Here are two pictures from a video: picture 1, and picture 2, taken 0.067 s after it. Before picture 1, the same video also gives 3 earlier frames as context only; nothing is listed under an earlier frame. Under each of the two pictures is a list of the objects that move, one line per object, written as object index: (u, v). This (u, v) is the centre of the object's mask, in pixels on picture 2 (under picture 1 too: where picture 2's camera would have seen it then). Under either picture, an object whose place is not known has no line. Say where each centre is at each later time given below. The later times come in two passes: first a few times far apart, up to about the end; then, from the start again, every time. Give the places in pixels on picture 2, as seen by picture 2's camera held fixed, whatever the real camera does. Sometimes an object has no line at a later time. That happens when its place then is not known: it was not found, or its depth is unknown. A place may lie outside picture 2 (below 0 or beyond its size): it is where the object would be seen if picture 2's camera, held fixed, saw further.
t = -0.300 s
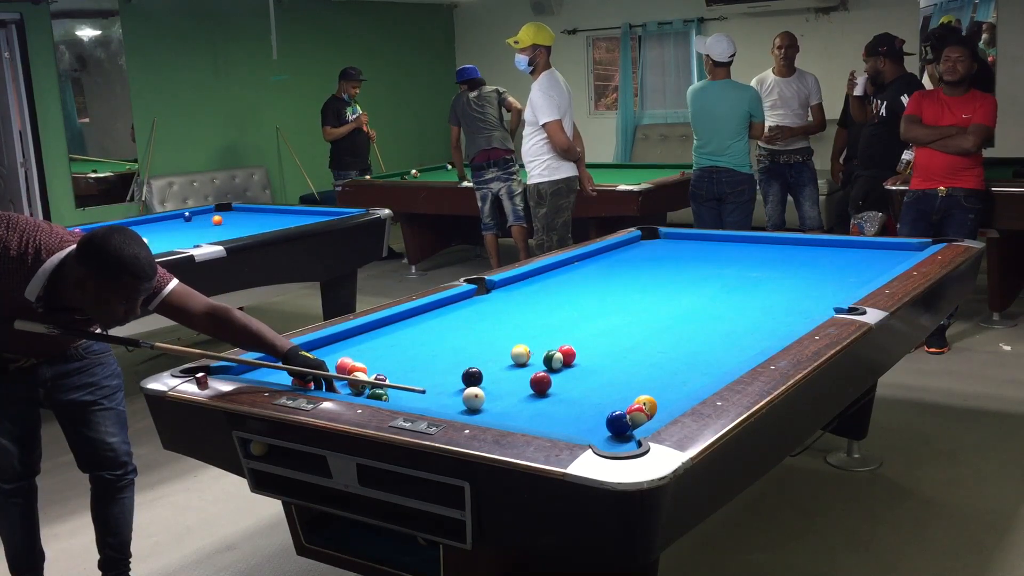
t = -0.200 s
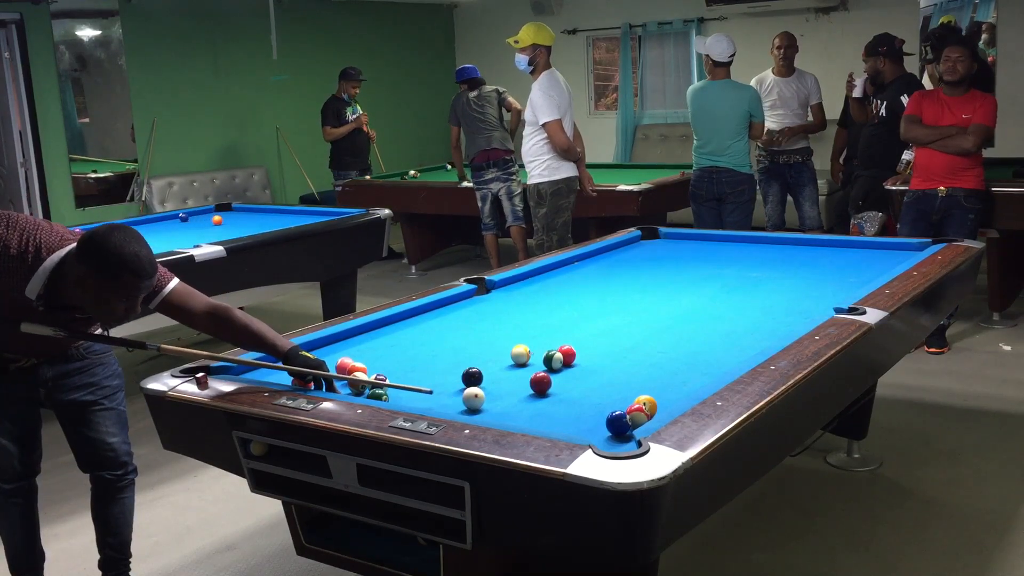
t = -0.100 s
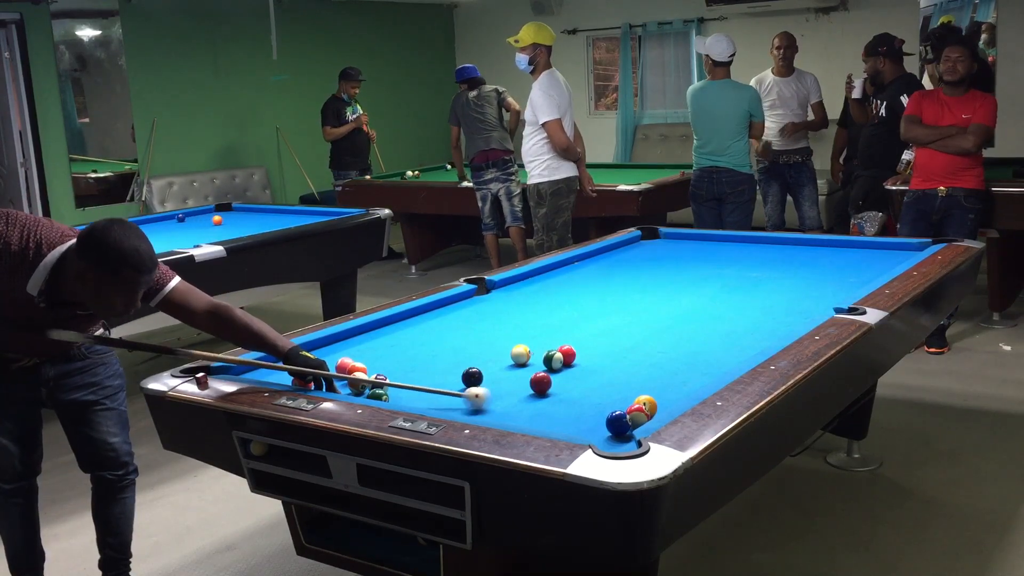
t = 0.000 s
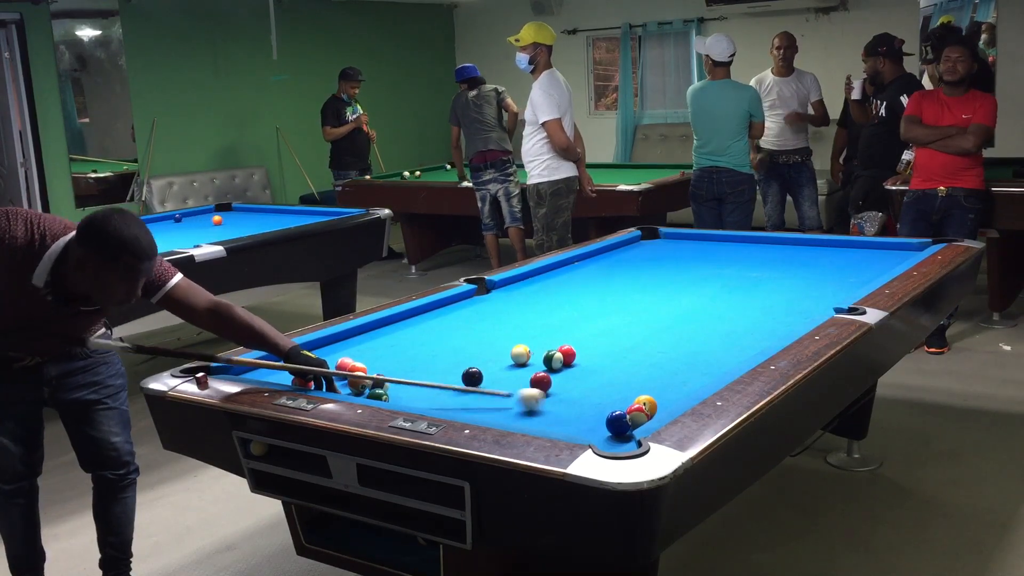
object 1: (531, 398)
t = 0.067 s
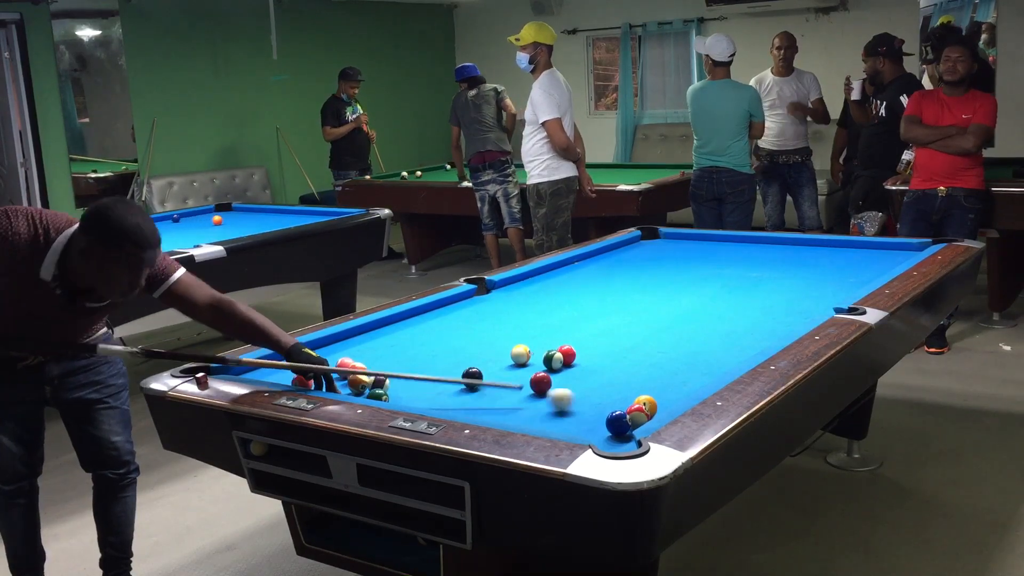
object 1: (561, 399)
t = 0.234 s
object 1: (629, 396)
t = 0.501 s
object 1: (684, 382)
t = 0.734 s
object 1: (681, 361)
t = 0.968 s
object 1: (677, 343)
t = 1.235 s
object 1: (674, 326)
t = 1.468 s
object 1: (671, 313)
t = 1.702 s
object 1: (669, 301)
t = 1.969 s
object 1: (666, 290)
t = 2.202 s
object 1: (664, 281)
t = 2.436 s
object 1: (661, 273)
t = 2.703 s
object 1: (659, 265)
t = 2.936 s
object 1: (657, 259)
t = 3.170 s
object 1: (655, 253)
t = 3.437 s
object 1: (653, 247)
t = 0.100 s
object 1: (575, 399)
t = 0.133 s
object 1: (589, 399)
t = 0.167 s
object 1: (603, 399)
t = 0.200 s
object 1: (617, 398)
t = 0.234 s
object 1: (629, 396)
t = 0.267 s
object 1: (645, 393)
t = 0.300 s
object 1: (660, 395)
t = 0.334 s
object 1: (671, 395)
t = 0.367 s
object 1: (682, 391)
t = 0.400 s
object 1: (685, 389)
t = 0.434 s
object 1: (685, 387)
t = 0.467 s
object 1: (685, 385)
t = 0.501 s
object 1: (684, 382)
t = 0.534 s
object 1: (684, 379)
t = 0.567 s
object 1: (683, 376)
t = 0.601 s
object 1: (683, 373)
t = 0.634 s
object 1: (682, 370)
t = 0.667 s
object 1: (682, 367)
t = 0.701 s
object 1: (681, 364)
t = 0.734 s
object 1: (681, 361)
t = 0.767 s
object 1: (680, 359)
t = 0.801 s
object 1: (680, 356)
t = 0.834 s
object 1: (679, 353)
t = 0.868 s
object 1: (679, 351)
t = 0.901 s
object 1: (678, 348)
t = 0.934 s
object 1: (678, 346)
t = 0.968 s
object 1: (677, 343)
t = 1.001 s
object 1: (677, 341)
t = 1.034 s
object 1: (676, 339)
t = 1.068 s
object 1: (676, 336)
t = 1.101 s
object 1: (675, 334)
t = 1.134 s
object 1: (675, 332)
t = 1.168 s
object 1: (674, 330)
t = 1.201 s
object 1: (674, 328)
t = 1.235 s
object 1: (674, 326)
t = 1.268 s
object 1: (673, 324)
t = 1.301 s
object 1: (673, 322)
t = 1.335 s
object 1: (672, 320)
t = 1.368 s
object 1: (672, 318)
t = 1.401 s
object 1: (672, 316)
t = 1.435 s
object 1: (671, 315)
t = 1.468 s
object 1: (671, 313)
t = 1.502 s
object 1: (670, 311)
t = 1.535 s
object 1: (670, 309)
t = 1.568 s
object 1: (670, 308)
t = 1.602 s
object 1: (670, 306)
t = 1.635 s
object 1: (669, 304)
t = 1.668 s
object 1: (669, 303)
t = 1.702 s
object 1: (669, 301)
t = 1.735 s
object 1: (668, 300)
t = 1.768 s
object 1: (668, 298)
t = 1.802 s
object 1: (667, 297)
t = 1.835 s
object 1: (667, 296)
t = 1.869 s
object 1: (667, 294)
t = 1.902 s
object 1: (666, 293)
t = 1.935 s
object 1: (666, 291)
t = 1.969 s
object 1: (666, 290)
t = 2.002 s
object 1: (665, 289)
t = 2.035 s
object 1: (665, 287)
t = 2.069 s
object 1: (665, 286)
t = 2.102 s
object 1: (664, 285)
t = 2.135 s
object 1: (664, 284)
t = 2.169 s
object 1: (664, 283)
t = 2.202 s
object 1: (664, 281)
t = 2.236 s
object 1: (663, 280)
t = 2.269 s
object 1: (663, 279)
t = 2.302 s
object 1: (663, 278)
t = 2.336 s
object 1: (662, 277)
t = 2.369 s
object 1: (662, 276)
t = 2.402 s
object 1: (662, 275)
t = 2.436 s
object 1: (661, 273)
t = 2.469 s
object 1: (661, 272)
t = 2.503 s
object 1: (661, 271)
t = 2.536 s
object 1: (661, 270)
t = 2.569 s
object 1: (660, 269)
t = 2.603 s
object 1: (660, 268)
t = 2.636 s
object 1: (660, 268)
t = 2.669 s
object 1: (659, 266)
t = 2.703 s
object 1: (659, 265)
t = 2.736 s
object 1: (659, 265)
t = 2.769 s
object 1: (658, 264)
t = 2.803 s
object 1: (658, 263)
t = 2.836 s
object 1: (658, 262)
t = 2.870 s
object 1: (658, 261)
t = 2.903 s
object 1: (657, 260)
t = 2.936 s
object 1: (657, 259)
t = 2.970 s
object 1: (657, 258)
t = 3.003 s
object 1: (657, 257)
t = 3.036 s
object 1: (656, 257)
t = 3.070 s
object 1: (656, 256)
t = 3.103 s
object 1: (656, 255)
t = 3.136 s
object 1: (656, 254)
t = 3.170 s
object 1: (655, 253)
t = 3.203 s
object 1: (655, 252)
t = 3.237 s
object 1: (655, 252)
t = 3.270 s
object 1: (655, 251)
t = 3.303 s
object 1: (654, 250)
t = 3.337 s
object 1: (654, 249)
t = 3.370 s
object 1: (654, 249)
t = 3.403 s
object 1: (654, 248)
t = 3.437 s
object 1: (653, 247)
